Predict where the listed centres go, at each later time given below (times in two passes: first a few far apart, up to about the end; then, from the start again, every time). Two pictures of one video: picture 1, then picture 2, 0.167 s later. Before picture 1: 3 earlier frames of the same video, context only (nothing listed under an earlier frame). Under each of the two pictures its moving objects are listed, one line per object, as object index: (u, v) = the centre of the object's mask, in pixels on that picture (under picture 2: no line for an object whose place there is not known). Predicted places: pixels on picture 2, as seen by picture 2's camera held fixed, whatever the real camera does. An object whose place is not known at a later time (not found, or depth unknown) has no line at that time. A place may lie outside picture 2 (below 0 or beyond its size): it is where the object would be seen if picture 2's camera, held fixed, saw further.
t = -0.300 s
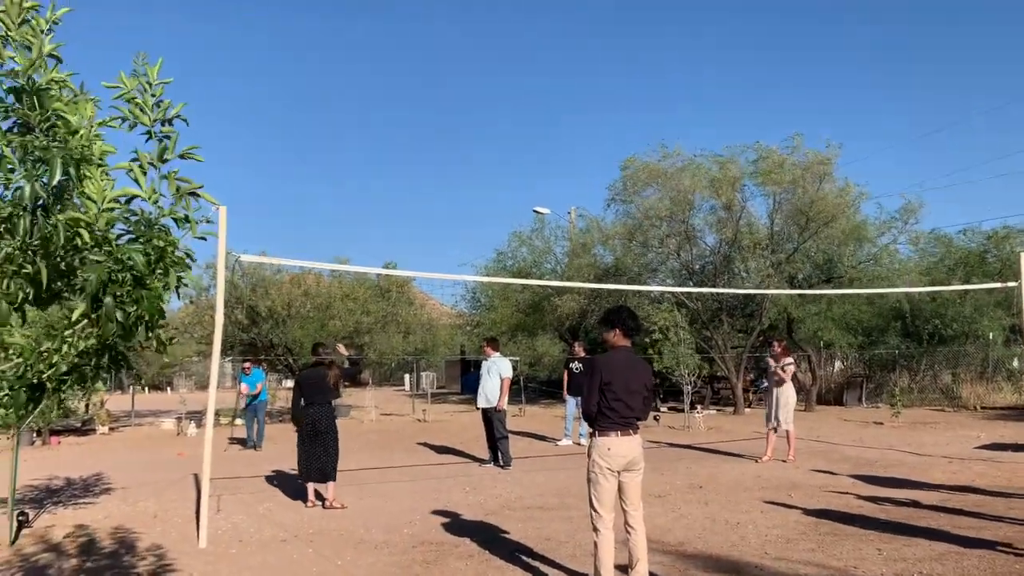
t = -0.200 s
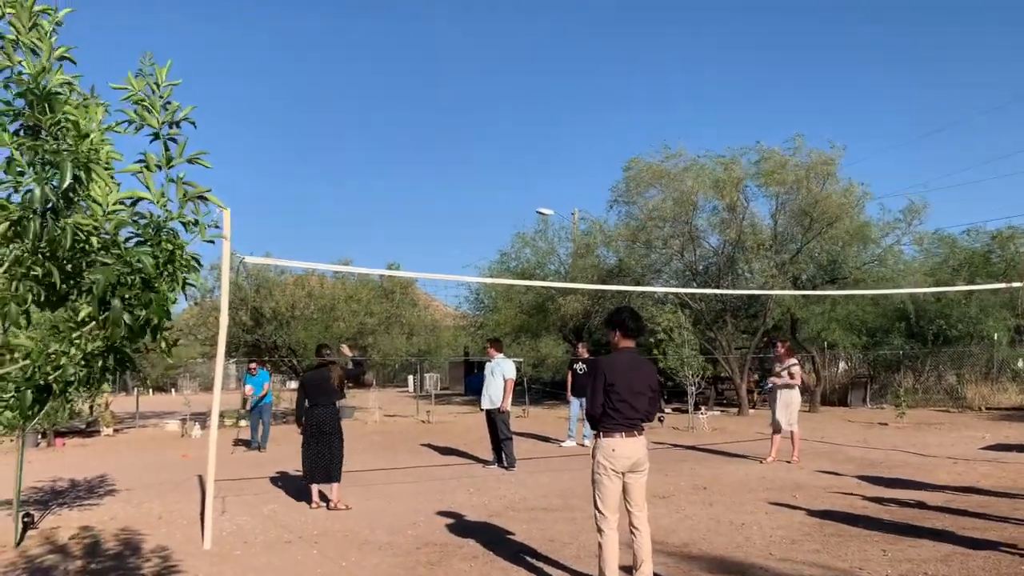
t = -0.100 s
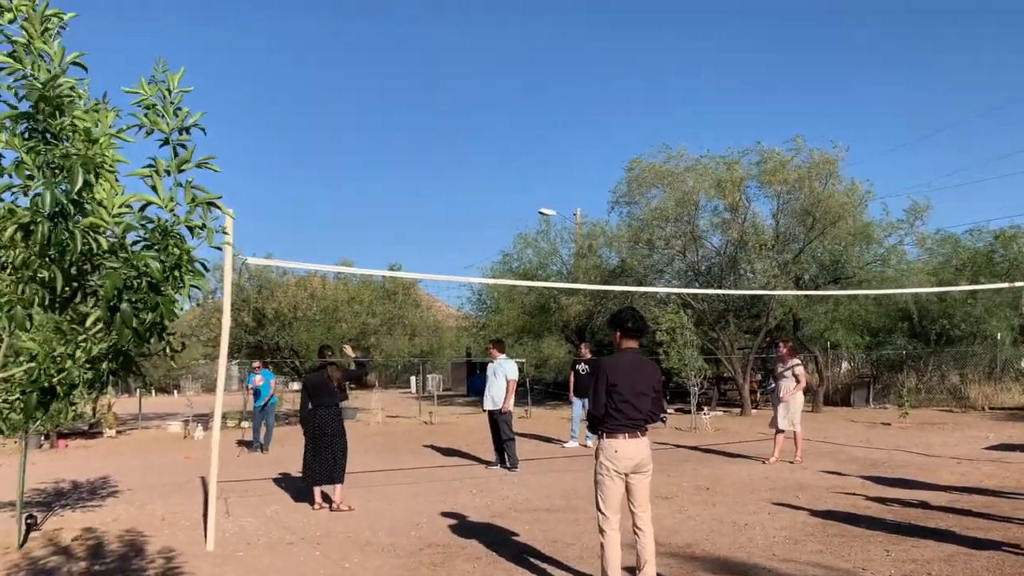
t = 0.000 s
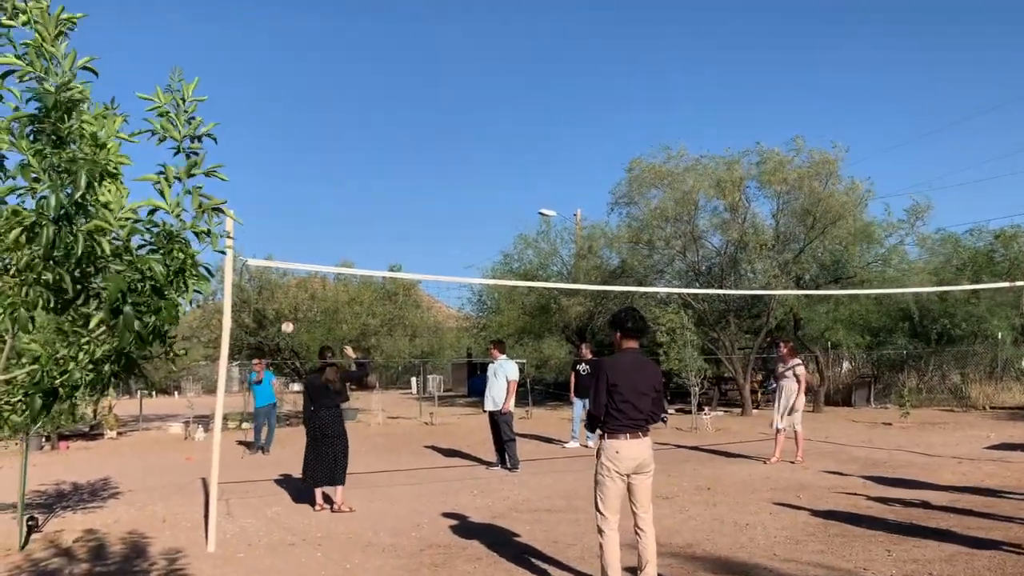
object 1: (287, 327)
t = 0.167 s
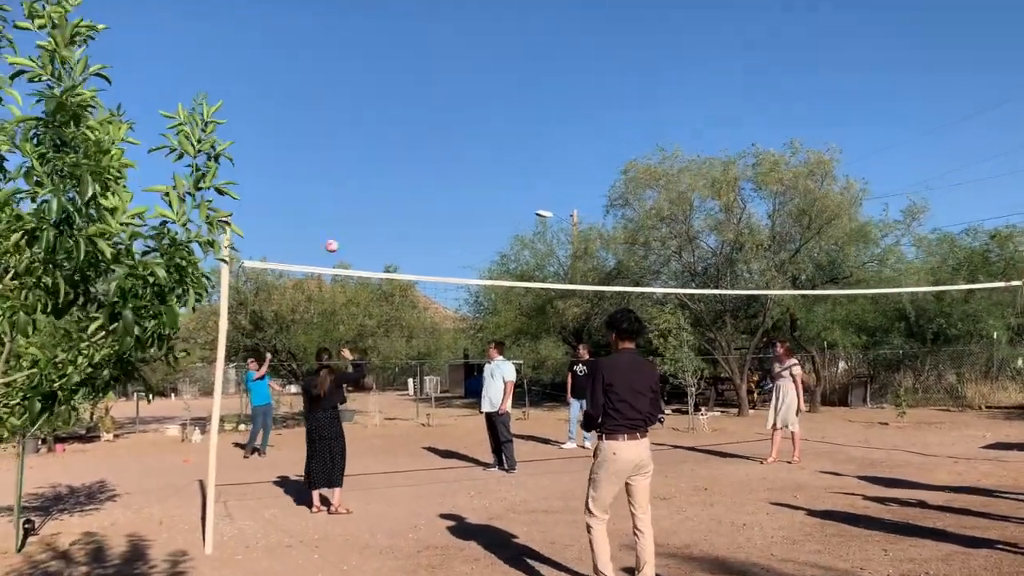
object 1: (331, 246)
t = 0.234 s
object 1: (350, 215)
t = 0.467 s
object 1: (422, 120)
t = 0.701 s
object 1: (498, 53)
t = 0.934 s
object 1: (584, 19)
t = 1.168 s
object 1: (680, 19)
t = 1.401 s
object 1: (790, 65)
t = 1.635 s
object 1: (918, 166)
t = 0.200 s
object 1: (341, 230)
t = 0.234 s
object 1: (350, 215)
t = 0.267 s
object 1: (360, 200)
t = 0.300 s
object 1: (370, 186)
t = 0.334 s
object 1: (380, 172)
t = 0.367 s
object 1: (390, 158)
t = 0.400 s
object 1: (400, 145)
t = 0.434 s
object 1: (411, 132)
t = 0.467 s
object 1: (422, 120)
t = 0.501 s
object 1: (432, 109)
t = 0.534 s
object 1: (443, 98)
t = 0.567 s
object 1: (453, 88)
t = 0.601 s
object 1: (464, 78)
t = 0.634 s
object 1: (476, 69)
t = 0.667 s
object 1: (487, 61)
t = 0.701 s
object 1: (498, 53)
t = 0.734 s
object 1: (510, 47)
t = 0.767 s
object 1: (522, 41)
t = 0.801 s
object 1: (534, 35)
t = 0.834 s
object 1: (546, 30)
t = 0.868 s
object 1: (558, 25)
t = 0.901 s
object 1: (571, 21)
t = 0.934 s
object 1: (584, 19)
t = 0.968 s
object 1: (597, 16)
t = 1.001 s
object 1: (610, 15)
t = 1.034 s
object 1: (624, 14)
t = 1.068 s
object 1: (638, 14)
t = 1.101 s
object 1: (652, 15)
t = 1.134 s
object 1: (666, 16)
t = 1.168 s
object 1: (680, 19)
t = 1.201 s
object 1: (696, 22)
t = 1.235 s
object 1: (710, 27)
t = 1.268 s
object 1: (725, 33)
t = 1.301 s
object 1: (741, 39)
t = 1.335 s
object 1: (757, 47)
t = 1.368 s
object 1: (773, 55)
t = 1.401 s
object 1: (790, 65)
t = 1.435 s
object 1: (807, 75)
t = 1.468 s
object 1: (825, 87)
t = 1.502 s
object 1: (842, 100)
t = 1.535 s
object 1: (861, 114)
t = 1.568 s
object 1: (879, 130)
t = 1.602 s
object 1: (899, 147)
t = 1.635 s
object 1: (918, 166)
